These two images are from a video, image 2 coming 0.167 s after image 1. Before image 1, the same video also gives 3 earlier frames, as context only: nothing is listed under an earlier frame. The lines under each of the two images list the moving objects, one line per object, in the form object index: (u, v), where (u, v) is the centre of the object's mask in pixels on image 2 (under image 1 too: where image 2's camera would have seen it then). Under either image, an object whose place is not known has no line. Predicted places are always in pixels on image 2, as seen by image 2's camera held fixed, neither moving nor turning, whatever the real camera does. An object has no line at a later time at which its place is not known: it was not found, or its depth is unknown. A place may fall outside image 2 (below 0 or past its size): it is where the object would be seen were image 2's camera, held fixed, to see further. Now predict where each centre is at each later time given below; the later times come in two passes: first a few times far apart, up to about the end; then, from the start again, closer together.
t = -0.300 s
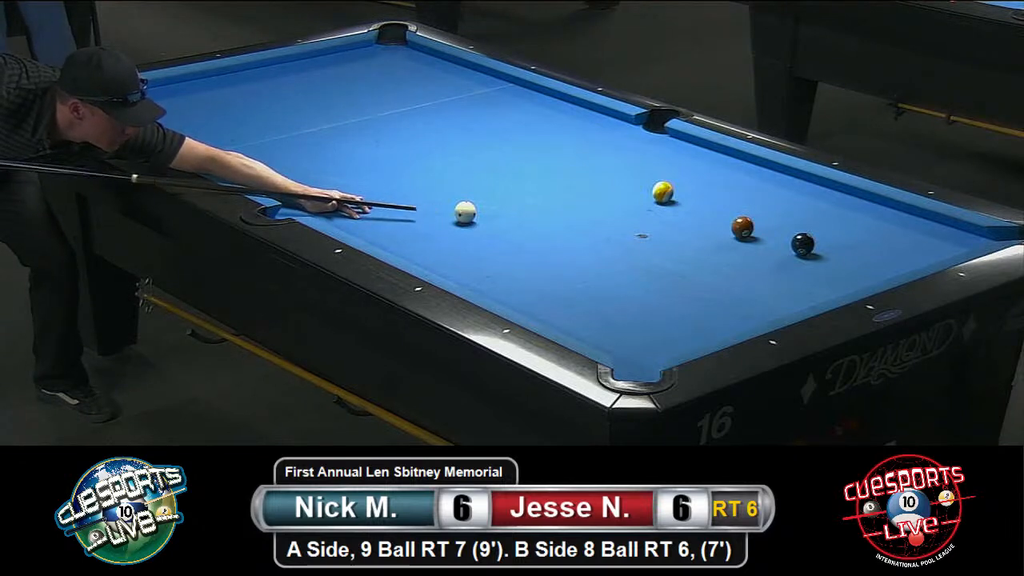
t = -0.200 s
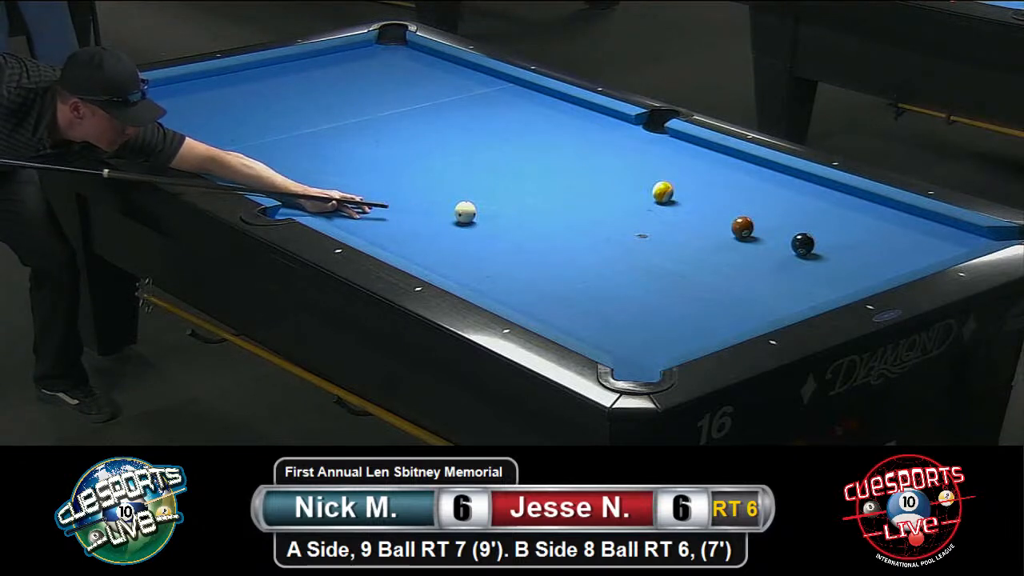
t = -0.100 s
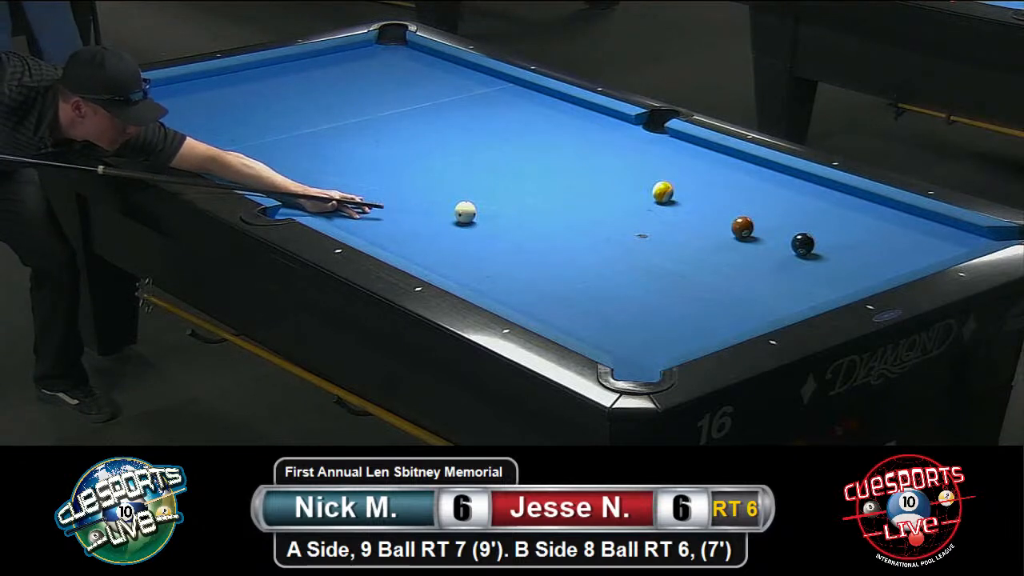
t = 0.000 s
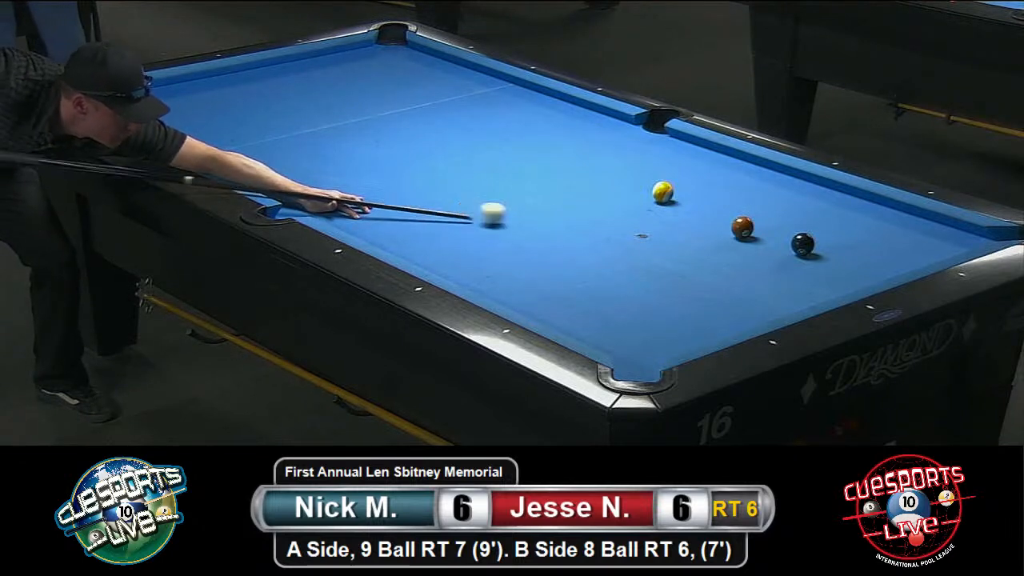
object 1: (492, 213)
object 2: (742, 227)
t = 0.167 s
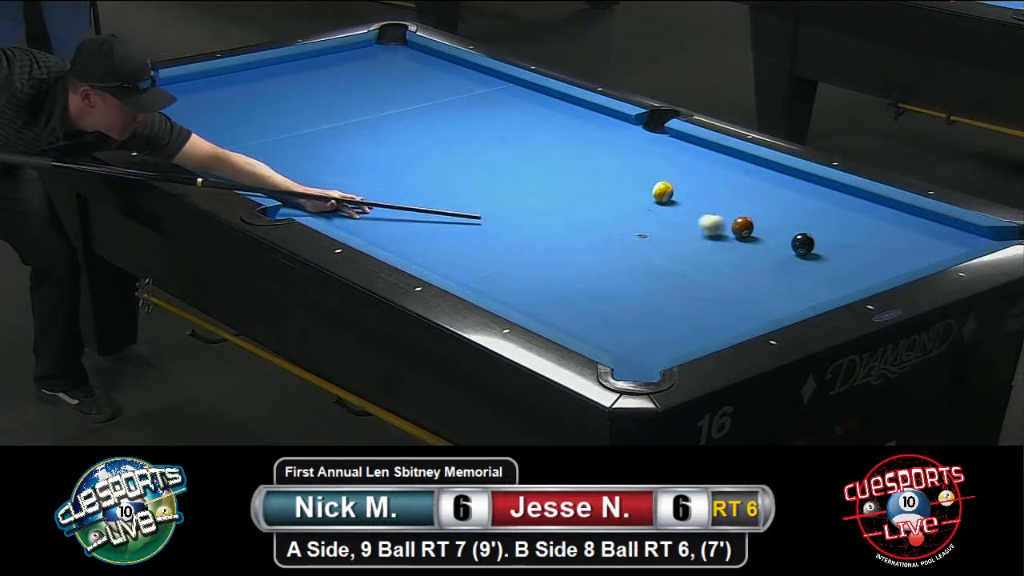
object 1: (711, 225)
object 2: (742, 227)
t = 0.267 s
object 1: (717, 225)
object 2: (857, 233)
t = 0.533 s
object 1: (700, 223)
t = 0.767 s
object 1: (687, 221)
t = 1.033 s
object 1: (674, 219)
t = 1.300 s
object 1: (663, 218)
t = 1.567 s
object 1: (655, 216)
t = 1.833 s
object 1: (648, 215)
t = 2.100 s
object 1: (644, 214)
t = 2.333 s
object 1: (642, 214)
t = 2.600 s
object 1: (641, 214)
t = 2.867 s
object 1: (641, 214)
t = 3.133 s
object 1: (641, 214)
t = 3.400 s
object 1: (641, 214)
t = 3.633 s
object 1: (641, 214)
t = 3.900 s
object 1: (641, 213)
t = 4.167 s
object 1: (641, 214)
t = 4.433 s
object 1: (641, 214)
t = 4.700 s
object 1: (641, 214)
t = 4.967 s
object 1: (641, 214)
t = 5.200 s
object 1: (641, 213)
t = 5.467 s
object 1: (641, 214)
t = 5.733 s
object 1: (641, 213)
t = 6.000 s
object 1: (641, 214)
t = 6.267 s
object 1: (641, 213)
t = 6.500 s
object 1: (641, 214)
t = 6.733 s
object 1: (641, 214)
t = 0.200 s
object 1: (719, 225)
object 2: (775, 227)
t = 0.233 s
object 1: (719, 226)
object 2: (817, 230)
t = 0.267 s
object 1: (717, 225)
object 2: (857, 233)
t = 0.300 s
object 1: (715, 225)
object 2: (898, 236)
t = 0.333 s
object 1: (712, 224)
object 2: (938, 238)
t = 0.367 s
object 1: (710, 224)
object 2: (977, 238)
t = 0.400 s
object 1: (708, 224)
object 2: (1014, 235)
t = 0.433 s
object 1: (706, 224)
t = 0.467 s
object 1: (704, 223)
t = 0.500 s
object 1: (702, 223)
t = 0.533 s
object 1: (700, 223)
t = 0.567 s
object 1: (698, 222)
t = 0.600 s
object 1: (696, 222)
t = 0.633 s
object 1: (694, 222)
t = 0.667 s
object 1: (692, 222)
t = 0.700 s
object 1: (690, 221)
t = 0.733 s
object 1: (688, 221)
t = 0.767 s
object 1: (687, 221)
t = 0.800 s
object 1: (685, 221)
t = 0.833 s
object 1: (683, 220)
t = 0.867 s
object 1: (682, 220)
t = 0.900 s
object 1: (680, 220)
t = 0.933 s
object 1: (678, 219)
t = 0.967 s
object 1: (677, 219)
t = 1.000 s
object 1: (675, 219)
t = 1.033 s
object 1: (674, 219)
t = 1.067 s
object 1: (672, 219)
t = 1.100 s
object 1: (671, 218)
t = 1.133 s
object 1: (670, 218)
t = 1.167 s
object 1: (668, 218)
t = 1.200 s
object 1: (667, 218)
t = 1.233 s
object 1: (666, 218)
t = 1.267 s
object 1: (664, 217)
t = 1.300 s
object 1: (663, 218)
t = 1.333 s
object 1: (662, 217)
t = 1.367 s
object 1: (661, 217)
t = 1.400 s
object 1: (660, 217)
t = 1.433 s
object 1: (659, 216)
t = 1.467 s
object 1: (658, 216)
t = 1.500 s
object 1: (657, 216)
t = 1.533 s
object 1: (656, 216)
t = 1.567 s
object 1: (655, 216)
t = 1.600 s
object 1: (654, 216)
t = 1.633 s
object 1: (653, 215)
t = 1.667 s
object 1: (652, 215)
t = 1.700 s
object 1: (651, 215)
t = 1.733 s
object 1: (650, 215)
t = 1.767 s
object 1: (650, 215)
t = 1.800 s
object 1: (649, 215)
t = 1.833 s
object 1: (648, 215)
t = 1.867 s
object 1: (648, 215)
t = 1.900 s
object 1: (647, 214)
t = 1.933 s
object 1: (646, 214)
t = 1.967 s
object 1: (646, 214)
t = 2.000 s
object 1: (645, 214)
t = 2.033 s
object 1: (645, 214)
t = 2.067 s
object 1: (644, 214)
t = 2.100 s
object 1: (644, 214)
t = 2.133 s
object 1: (644, 214)
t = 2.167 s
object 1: (643, 214)
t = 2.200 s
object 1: (643, 214)
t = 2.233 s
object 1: (643, 214)
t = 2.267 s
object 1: (642, 214)
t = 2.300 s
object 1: (642, 214)
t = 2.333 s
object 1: (642, 214)
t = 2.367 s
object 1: (642, 214)
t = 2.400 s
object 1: (642, 214)
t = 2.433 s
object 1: (641, 214)
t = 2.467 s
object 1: (641, 214)
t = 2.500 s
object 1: (641, 214)
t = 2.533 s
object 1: (641, 214)
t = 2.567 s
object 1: (641, 214)
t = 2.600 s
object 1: (641, 214)
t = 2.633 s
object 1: (641, 214)
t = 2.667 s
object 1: (641, 214)
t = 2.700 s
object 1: (641, 214)
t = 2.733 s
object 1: (641, 214)
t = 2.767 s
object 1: (641, 214)
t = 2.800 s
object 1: (641, 214)
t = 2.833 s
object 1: (641, 214)
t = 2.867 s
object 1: (641, 214)
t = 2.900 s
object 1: (641, 214)
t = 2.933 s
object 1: (641, 214)
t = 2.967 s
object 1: (641, 214)
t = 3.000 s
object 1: (641, 214)
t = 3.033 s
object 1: (641, 214)
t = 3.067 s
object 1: (641, 214)
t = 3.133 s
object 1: (641, 214)
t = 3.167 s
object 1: (641, 214)
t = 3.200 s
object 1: (641, 214)
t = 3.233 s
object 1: (641, 214)
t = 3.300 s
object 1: (641, 214)
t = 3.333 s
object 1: (641, 214)
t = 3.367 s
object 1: (641, 214)
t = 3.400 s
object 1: (641, 214)
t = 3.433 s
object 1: (641, 214)
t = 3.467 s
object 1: (641, 214)
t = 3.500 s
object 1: (641, 214)
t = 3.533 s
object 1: (641, 214)
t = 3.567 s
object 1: (641, 214)
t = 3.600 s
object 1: (641, 214)
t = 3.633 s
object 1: (641, 214)
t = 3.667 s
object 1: (641, 214)
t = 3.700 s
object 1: (641, 214)
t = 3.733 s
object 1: (641, 214)
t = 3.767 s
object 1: (641, 213)
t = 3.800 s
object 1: (641, 214)
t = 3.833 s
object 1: (641, 214)
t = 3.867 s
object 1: (641, 214)
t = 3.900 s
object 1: (641, 213)
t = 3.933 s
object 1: (641, 213)
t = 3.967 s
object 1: (641, 213)
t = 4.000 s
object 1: (641, 214)
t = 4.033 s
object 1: (641, 214)
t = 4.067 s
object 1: (641, 214)
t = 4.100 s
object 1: (641, 214)
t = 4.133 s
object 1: (641, 214)
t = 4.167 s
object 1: (641, 214)
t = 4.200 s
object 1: (641, 214)
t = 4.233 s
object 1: (641, 214)
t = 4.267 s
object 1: (641, 214)
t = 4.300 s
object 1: (641, 214)
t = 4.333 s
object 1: (641, 214)
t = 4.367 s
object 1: (641, 214)
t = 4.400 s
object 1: (641, 214)
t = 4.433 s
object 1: (641, 214)
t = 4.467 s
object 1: (641, 214)
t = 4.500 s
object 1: (641, 214)
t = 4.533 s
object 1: (641, 214)
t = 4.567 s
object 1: (641, 214)
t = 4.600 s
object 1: (641, 214)
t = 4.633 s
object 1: (641, 214)
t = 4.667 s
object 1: (641, 214)
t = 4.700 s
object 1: (641, 214)
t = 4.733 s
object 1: (641, 214)
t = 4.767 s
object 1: (641, 214)
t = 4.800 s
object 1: (641, 214)
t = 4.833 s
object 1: (641, 214)
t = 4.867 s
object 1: (641, 214)
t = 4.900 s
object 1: (641, 214)
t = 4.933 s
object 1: (641, 214)
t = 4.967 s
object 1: (641, 214)
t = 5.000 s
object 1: (641, 214)
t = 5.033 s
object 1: (641, 214)
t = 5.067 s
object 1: (641, 214)
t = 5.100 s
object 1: (641, 214)
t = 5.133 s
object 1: (641, 213)
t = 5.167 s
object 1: (641, 213)
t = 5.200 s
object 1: (641, 213)
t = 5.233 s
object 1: (641, 213)
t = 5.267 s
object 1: (641, 214)
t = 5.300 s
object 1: (641, 214)
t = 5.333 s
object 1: (641, 213)
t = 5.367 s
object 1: (641, 213)
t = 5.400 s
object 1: (641, 214)
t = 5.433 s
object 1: (641, 214)
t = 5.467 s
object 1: (641, 214)
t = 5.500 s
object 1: (641, 214)
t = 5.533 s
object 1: (641, 214)
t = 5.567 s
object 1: (641, 214)
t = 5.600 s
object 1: (641, 214)
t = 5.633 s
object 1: (641, 214)
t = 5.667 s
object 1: (641, 213)
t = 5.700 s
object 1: (641, 213)
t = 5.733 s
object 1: (641, 213)
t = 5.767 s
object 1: (641, 213)
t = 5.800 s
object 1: (641, 214)
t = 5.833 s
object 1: (641, 214)
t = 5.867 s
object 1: (641, 213)
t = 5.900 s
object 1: (641, 213)
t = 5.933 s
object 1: (641, 213)
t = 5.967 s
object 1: (641, 214)
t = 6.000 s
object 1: (641, 214)
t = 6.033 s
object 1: (641, 214)
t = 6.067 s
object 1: (641, 214)
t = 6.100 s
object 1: (641, 214)
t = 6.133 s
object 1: (641, 214)
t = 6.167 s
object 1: (641, 214)
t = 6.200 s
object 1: (641, 214)
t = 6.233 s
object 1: (641, 214)
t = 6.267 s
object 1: (641, 213)
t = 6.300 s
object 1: (641, 214)
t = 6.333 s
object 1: (641, 214)
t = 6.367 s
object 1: (641, 214)
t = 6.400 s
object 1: (641, 214)
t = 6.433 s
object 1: (642, 214)
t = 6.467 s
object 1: (641, 214)
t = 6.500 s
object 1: (641, 214)
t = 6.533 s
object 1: (641, 214)
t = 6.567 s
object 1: (641, 214)
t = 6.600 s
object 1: (641, 214)
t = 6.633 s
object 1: (641, 214)
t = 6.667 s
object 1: (641, 214)
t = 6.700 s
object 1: (641, 214)
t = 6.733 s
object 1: (641, 214)
